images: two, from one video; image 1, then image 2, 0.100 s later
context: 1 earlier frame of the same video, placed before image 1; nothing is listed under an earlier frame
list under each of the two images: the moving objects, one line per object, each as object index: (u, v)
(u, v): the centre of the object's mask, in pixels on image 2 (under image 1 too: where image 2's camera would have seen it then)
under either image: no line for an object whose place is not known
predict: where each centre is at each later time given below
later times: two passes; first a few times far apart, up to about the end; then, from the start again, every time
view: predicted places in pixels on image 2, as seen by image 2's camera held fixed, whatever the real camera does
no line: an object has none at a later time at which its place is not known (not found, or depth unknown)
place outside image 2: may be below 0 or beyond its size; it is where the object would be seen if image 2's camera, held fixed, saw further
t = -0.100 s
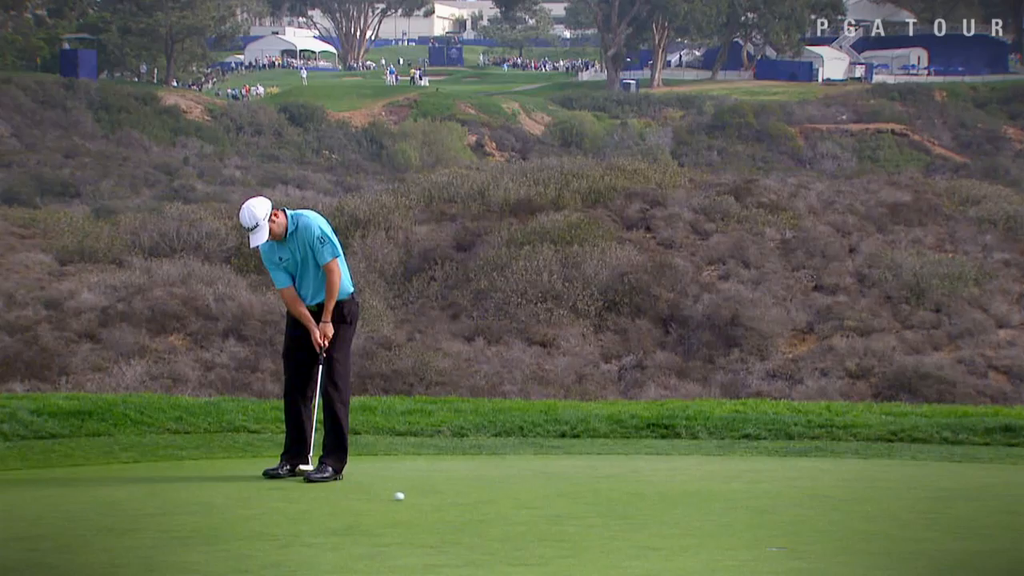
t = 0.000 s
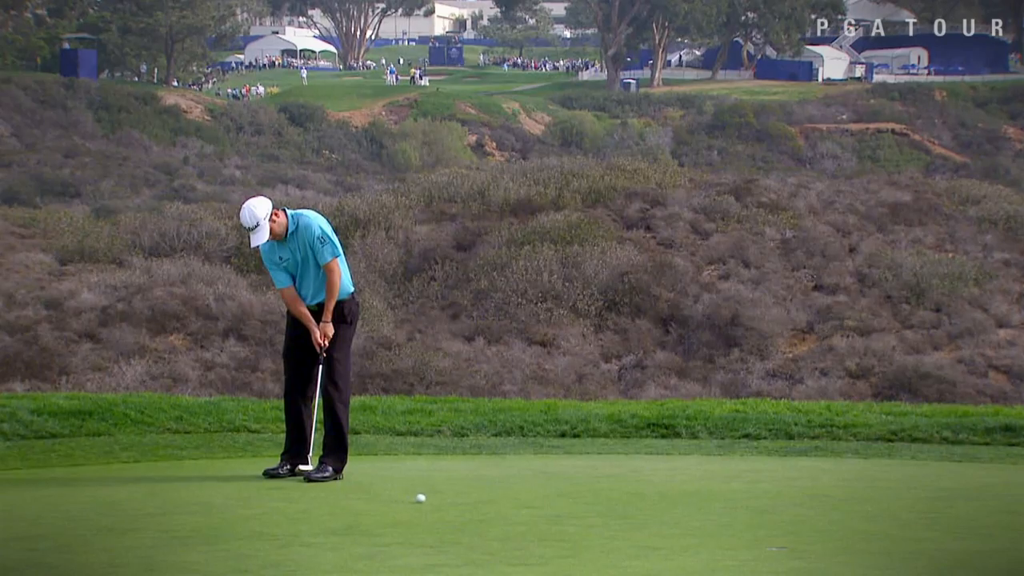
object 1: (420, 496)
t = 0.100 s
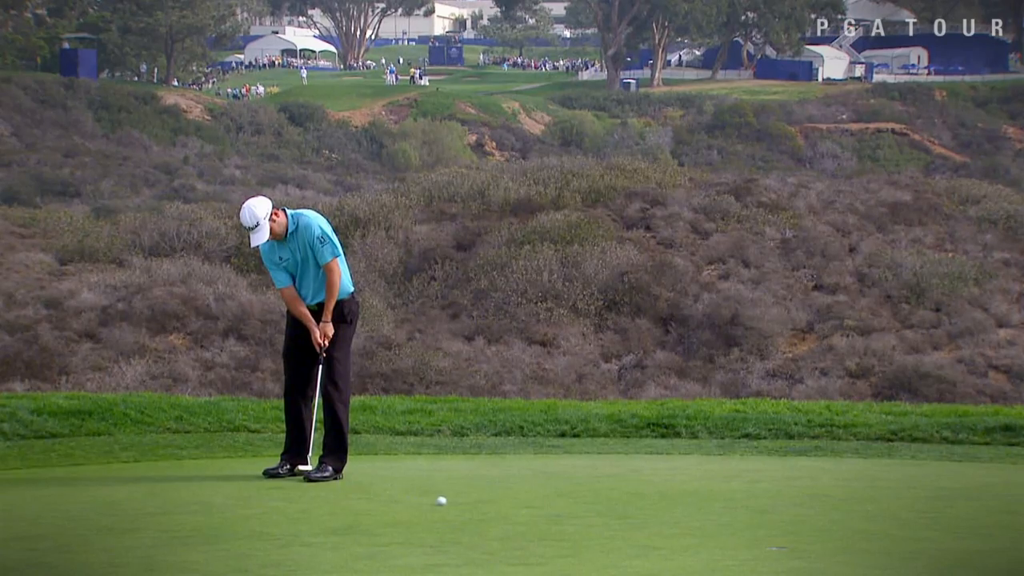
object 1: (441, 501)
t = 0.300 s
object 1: (481, 506)
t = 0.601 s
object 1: (539, 513)
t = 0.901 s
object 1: (594, 520)
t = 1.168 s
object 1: (644, 529)
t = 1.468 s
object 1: (693, 534)
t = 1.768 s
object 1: (738, 544)
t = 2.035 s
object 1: (777, 553)
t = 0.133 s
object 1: (448, 501)
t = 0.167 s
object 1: (455, 501)
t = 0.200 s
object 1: (462, 502)
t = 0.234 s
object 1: (467, 503)
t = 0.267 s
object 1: (474, 504)
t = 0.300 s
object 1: (481, 506)
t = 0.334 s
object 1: (488, 507)
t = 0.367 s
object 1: (495, 507)
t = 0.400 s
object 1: (500, 507)
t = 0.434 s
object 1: (507, 508)
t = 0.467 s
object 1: (514, 510)
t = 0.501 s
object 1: (522, 510)
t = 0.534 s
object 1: (528, 511)
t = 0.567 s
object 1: (534, 512)
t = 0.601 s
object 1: (539, 513)
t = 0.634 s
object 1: (546, 516)
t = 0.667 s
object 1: (552, 513)
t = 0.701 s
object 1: (559, 515)
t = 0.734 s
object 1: (565, 516)
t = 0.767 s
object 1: (571, 518)
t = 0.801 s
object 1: (579, 517)
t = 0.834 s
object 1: (586, 519)
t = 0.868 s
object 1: (589, 520)
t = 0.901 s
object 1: (594, 520)
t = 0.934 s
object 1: (601, 522)
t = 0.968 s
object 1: (609, 522)
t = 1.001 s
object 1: (615, 524)
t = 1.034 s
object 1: (620, 526)
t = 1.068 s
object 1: (626, 526)
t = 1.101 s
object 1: (632, 527)
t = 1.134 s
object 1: (639, 527)
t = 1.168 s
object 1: (644, 529)
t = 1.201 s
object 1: (649, 528)
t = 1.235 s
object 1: (654, 530)
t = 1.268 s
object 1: (660, 530)
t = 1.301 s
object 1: (666, 532)
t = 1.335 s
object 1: (671, 532)
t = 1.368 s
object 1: (677, 534)
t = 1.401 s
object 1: (682, 534)
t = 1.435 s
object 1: (687, 535)
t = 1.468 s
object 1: (693, 534)
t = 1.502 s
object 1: (698, 536)
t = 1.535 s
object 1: (704, 536)
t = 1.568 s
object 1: (709, 539)
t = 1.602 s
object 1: (714, 540)
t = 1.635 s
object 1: (719, 540)
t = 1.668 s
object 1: (724, 541)
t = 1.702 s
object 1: (729, 542)
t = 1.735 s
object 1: (733, 542)
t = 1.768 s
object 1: (738, 544)
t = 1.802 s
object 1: (743, 543)
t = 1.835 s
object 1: (748, 545)
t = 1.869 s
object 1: (753, 544)
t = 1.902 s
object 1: (757, 545)
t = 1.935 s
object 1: (761, 546)
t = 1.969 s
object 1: (766, 548)
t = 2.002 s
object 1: (771, 550)
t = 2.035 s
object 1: (777, 553)
